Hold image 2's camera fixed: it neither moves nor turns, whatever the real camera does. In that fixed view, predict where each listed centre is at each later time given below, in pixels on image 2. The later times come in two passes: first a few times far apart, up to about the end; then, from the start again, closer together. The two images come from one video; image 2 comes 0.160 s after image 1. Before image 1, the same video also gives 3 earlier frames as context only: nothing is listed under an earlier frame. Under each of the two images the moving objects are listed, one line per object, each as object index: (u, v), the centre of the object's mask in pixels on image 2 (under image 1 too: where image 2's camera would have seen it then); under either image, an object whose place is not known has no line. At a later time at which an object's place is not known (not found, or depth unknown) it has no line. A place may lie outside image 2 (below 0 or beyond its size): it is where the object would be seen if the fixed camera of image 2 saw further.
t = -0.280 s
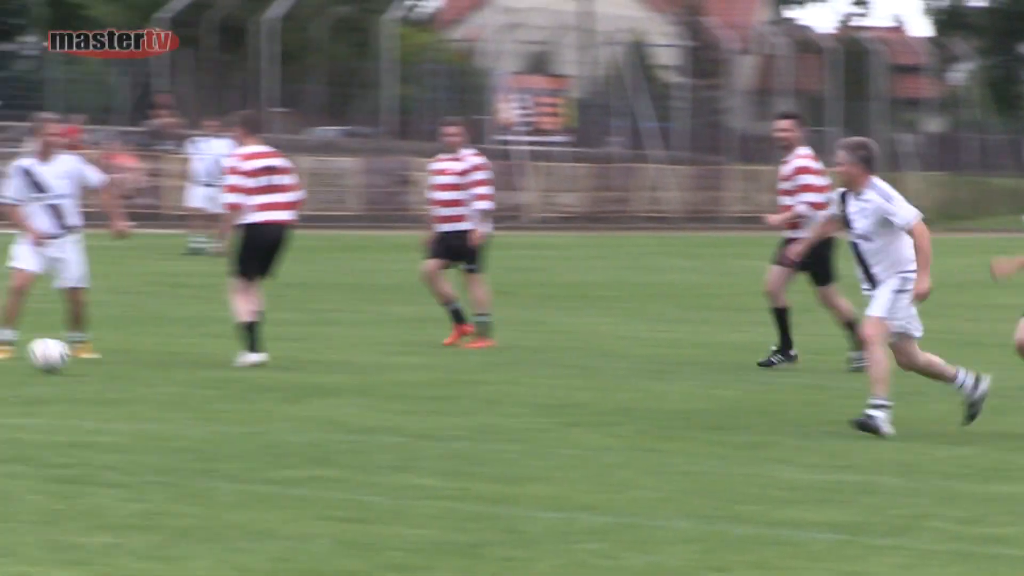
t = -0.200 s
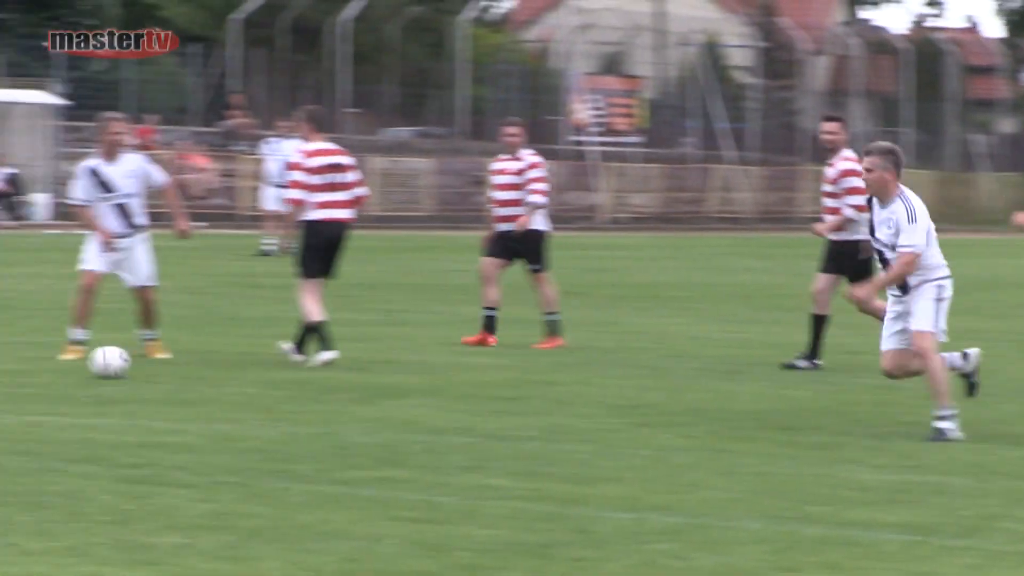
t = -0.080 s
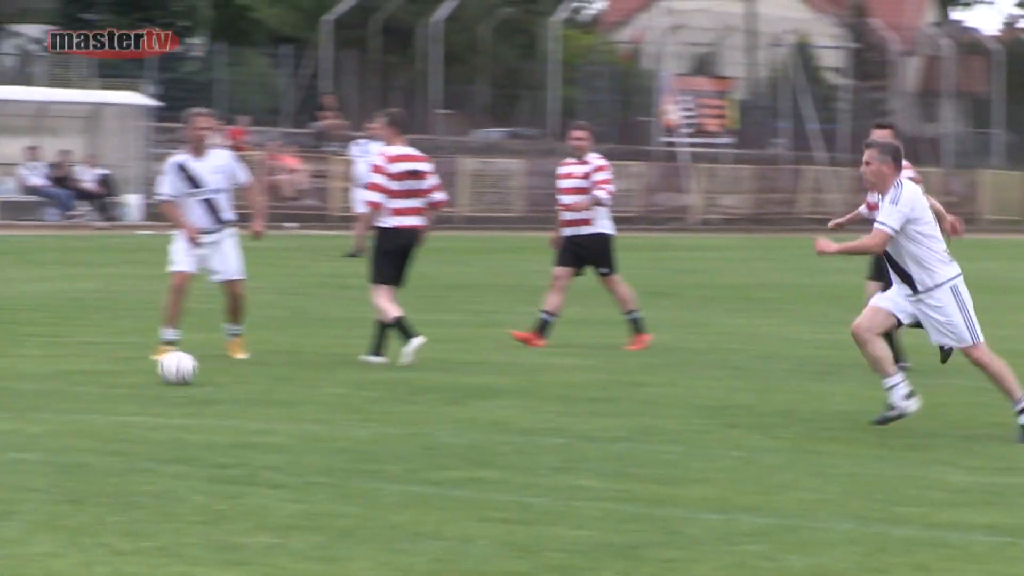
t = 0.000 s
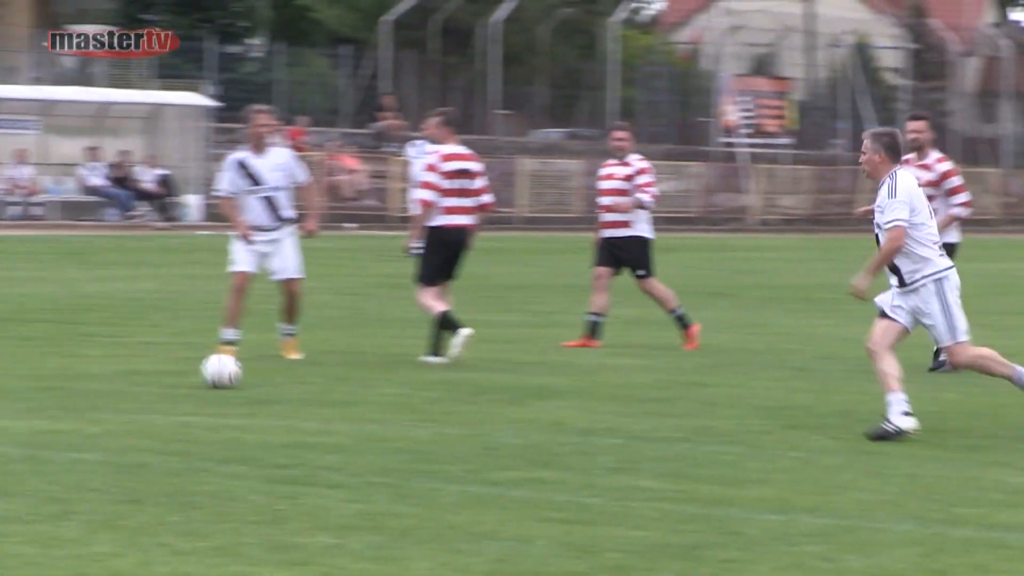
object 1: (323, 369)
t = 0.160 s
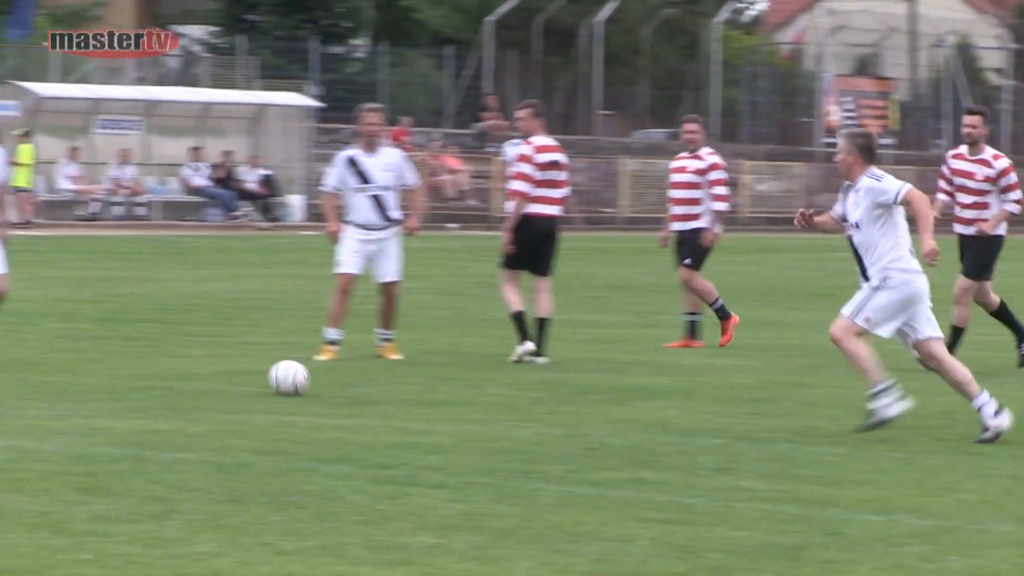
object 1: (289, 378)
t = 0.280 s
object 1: (261, 383)
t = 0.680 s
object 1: (163, 397)
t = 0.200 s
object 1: (280, 381)
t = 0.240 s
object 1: (270, 383)
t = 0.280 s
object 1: (261, 383)
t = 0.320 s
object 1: (252, 384)
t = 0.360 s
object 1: (243, 386)
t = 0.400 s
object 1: (233, 388)
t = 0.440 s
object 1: (224, 388)
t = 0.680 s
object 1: (163, 397)
